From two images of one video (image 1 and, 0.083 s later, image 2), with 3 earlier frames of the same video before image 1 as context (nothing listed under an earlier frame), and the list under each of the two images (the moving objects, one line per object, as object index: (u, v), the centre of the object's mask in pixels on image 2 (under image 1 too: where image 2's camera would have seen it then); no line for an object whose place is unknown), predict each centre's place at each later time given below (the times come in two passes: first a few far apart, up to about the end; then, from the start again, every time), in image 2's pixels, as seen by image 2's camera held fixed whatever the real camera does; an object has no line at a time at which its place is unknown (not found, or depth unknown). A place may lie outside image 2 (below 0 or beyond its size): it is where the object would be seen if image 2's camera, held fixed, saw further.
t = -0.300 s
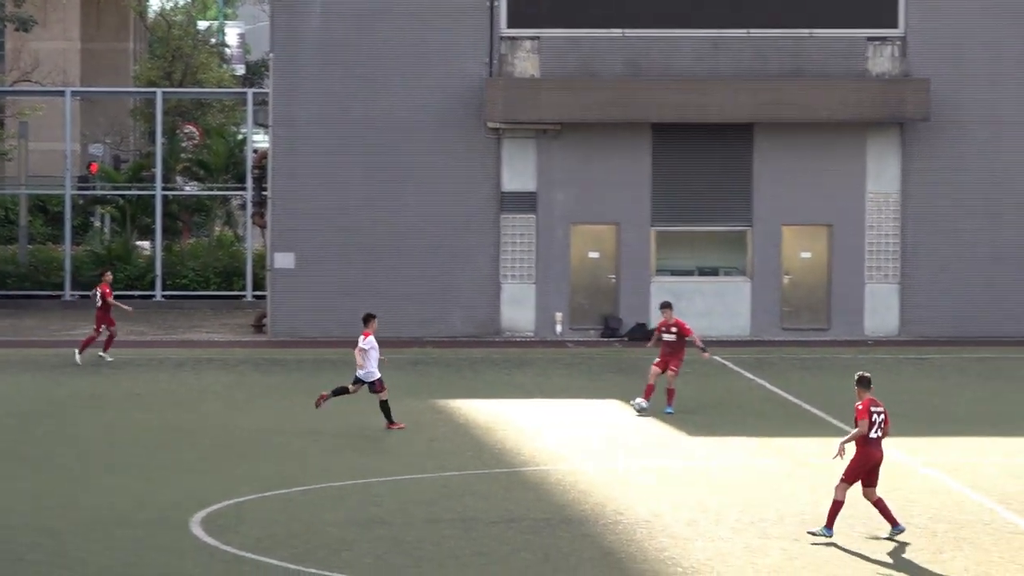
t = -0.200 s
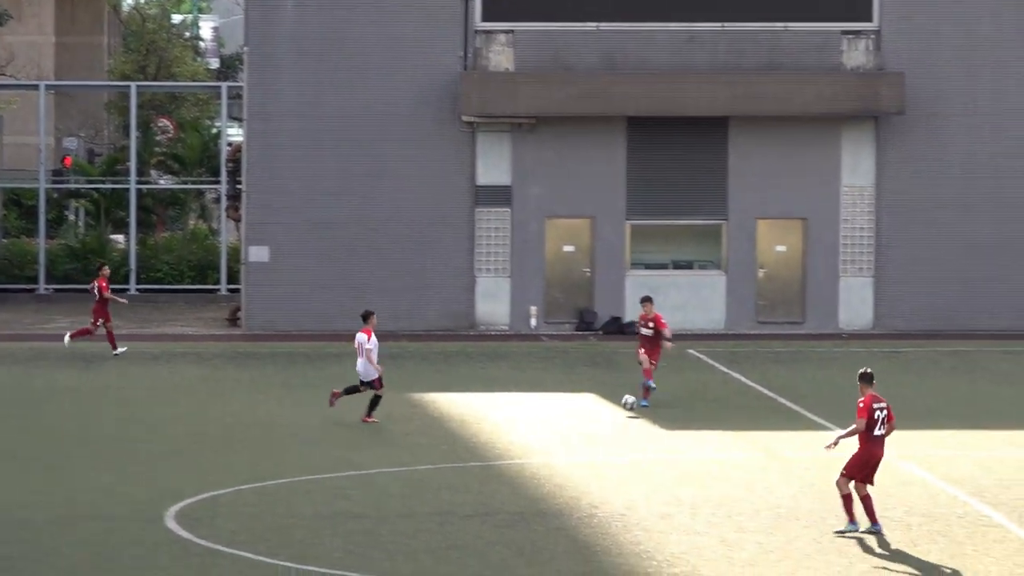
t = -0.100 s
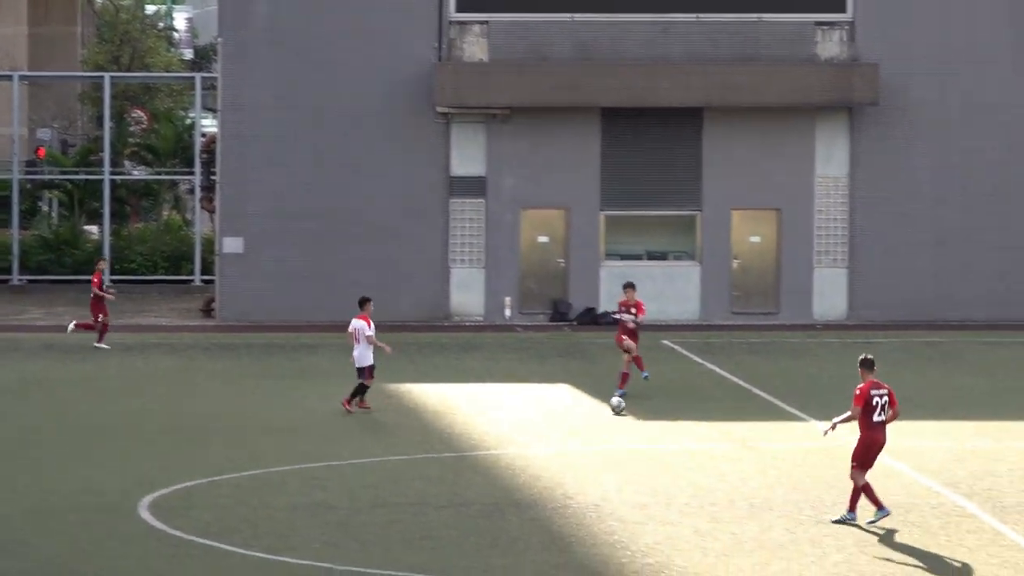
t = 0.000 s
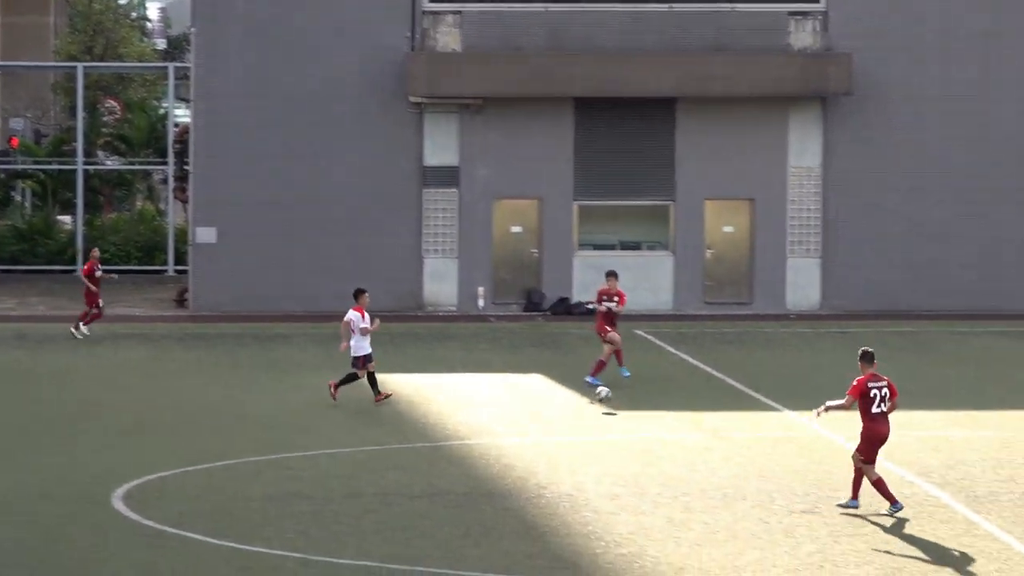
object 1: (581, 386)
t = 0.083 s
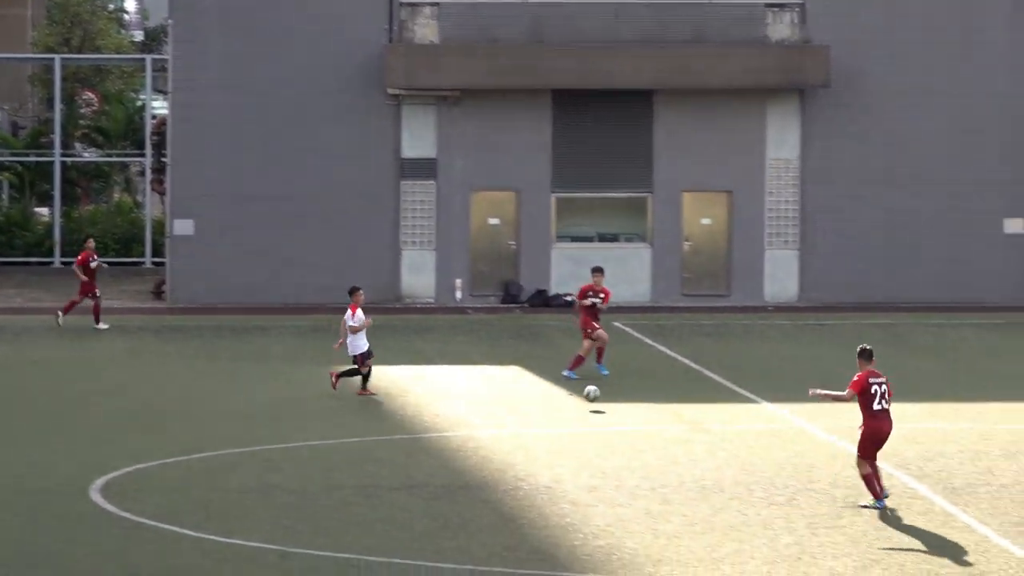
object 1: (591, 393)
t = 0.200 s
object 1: (604, 406)
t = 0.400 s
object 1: (621, 410)
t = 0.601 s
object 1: (636, 425)
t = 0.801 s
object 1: (649, 441)
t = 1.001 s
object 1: (662, 448)
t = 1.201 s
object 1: (676, 458)
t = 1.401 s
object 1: (690, 478)
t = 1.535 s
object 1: (699, 481)
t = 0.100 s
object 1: (594, 396)
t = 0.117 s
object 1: (595, 398)
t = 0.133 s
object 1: (597, 401)
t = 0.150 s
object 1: (600, 403)
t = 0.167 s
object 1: (602, 407)
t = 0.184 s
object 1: (603, 407)
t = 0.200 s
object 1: (604, 406)
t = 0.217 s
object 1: (606, 404)
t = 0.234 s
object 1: (607, 403)
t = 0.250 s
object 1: (608, 403)
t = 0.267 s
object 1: (610, 403)
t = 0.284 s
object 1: (611, 403)
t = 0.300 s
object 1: (613, 403)
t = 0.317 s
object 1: (614, 404)
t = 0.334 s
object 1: (615, 404)
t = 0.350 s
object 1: (617, 405)
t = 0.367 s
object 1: (618, 407)
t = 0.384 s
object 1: (620, 408)
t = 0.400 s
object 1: (621, 410)
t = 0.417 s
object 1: (622, 412)
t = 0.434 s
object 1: (624, 415)
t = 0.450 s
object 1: (625, 417)
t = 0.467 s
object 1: (626, 419)
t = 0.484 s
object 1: (628, 423)
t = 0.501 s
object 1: (629, 426)
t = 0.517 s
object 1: (631, 428)
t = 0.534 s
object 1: (631, 428)
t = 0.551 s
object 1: (633, 427)
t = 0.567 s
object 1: (634, 426)
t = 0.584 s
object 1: (635, 425)
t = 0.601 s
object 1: (636, 425)
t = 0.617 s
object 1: (637, 425)
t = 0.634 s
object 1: (638, 425)
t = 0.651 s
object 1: (639, 426)
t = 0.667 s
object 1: (640, 426)
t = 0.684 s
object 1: (641, 427)
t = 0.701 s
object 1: (642, 428)
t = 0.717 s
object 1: (643, 430)
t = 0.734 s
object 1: (644, 432)
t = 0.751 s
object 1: (646, 433)
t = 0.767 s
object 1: (647, 436)
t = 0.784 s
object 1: (648, 439)
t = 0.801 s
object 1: (649, 441)
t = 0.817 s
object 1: (650, 444)
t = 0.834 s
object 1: (651, 445)
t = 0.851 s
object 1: (652, 445)
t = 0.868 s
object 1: (653, 444)
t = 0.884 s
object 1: (654, 444)
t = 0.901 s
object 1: (655, 444)
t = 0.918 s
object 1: (657, 444)
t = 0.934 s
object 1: (657, 444)
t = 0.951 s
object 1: (658, 445)
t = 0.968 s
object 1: (660, 445)
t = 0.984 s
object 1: (661, 447)
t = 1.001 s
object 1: (662, 448)
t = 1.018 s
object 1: (663, 450)
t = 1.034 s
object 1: (664, 452)
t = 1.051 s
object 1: (665, 454)
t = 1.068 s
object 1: (667, 457)
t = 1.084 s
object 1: (668, 459)
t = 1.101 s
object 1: (669, 460)
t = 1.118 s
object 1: (670, 459)
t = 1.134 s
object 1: (671, 458)
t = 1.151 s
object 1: (672, 458)
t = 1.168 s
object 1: (673, 457)
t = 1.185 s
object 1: (674, 457)
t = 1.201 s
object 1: (676, 458)
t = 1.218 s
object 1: (677, 458)
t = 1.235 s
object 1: (678, 459)
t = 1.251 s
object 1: (679, 460)
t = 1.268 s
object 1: (680, 462)
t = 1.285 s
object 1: (682, 463)
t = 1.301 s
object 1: (683, 465)
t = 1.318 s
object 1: (684, 467)
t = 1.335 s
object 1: (685, 470)
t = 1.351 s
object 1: (686, 473)
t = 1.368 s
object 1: (688, 476)
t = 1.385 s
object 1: (689, 478)
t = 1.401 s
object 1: (690, 478)
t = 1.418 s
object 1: (691, 477)
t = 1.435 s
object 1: (692, 477)
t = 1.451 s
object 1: (693, 477)
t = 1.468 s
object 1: (694, 477)
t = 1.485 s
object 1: (696, 478)
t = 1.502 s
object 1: (697, 478)
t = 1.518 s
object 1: (698, 479)
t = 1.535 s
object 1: (699, 481)
